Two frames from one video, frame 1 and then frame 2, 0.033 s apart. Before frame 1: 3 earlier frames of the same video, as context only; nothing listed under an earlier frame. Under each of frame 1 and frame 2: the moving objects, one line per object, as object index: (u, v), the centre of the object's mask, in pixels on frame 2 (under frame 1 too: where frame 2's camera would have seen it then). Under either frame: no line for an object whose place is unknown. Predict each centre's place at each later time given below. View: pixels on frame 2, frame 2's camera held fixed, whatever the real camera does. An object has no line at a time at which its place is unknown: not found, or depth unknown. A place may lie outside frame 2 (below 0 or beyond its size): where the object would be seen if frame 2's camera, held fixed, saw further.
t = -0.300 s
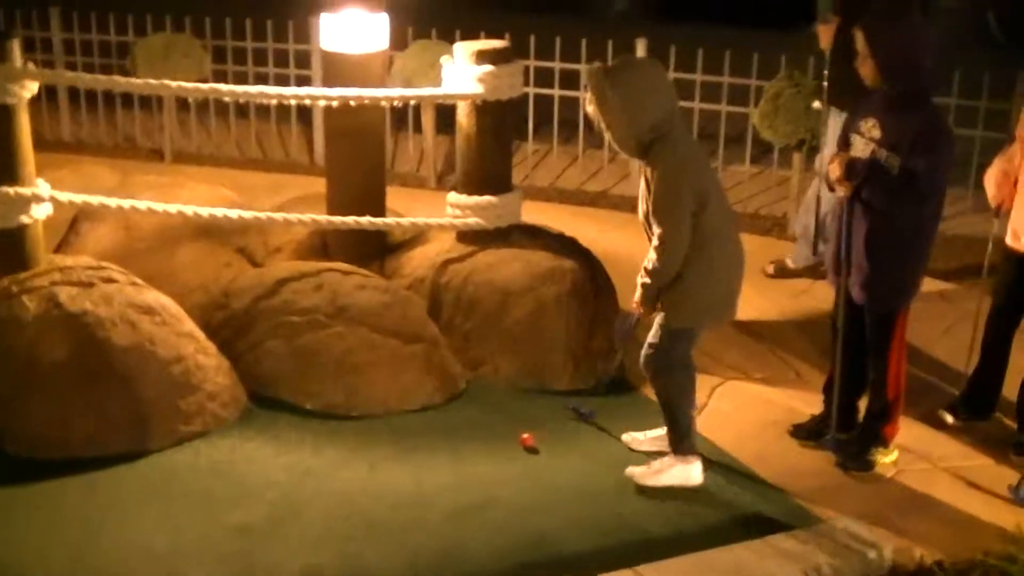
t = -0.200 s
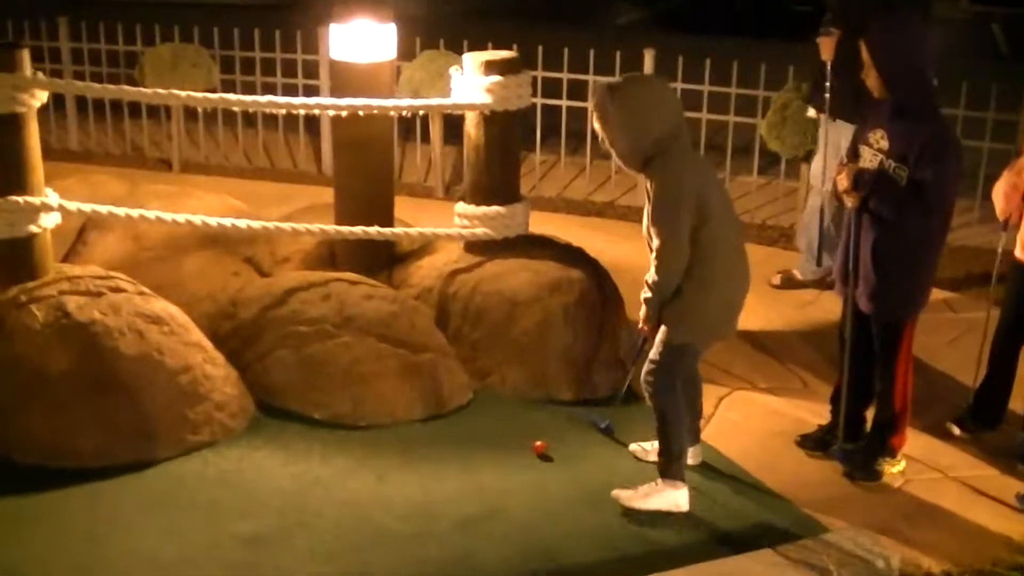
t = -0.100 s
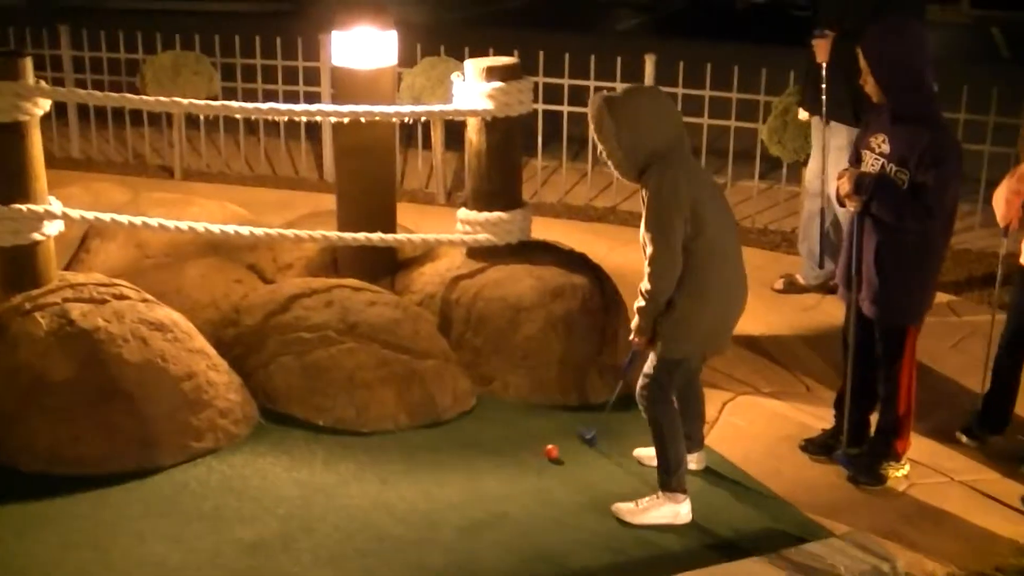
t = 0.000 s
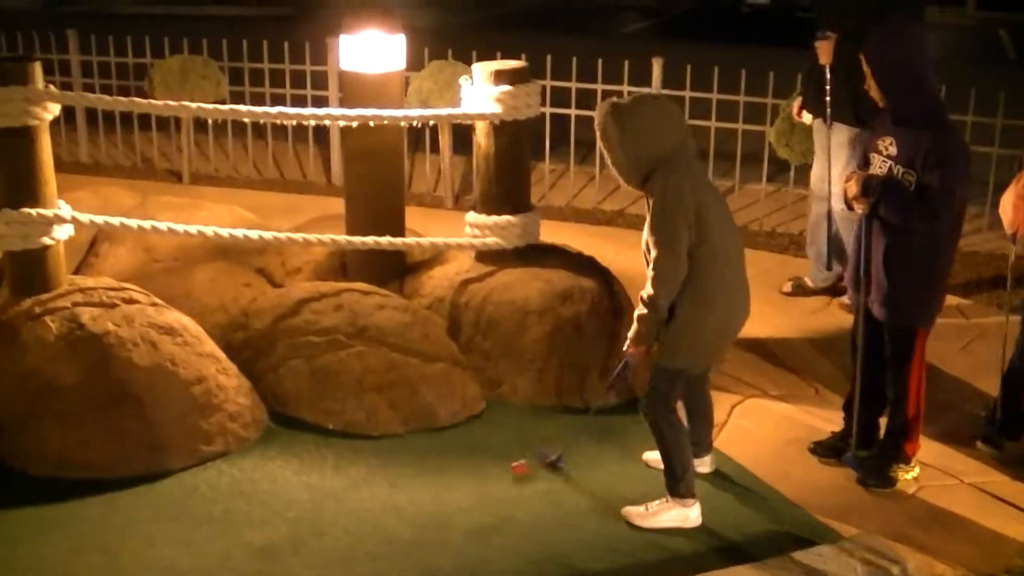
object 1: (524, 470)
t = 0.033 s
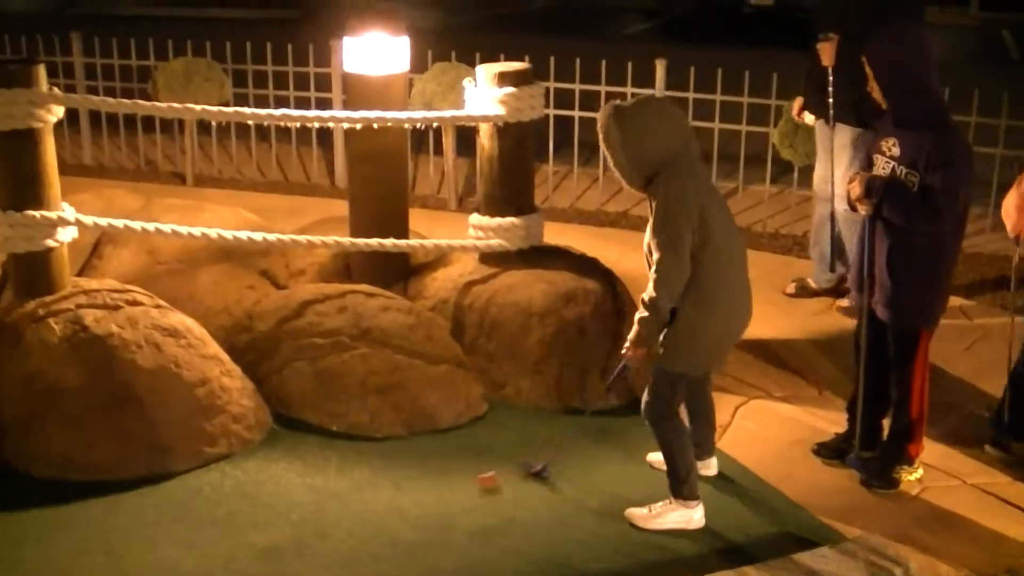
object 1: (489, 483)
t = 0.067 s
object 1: (455, 494)
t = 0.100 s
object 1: (421, 504)
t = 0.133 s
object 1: (388, 514)
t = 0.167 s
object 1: (355, 524)
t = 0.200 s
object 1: (323, 534)
